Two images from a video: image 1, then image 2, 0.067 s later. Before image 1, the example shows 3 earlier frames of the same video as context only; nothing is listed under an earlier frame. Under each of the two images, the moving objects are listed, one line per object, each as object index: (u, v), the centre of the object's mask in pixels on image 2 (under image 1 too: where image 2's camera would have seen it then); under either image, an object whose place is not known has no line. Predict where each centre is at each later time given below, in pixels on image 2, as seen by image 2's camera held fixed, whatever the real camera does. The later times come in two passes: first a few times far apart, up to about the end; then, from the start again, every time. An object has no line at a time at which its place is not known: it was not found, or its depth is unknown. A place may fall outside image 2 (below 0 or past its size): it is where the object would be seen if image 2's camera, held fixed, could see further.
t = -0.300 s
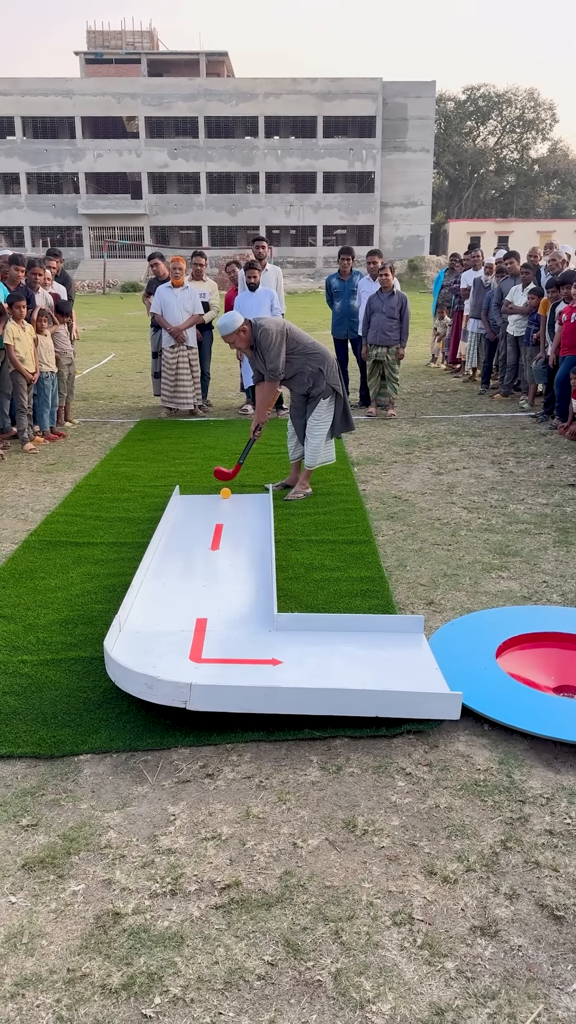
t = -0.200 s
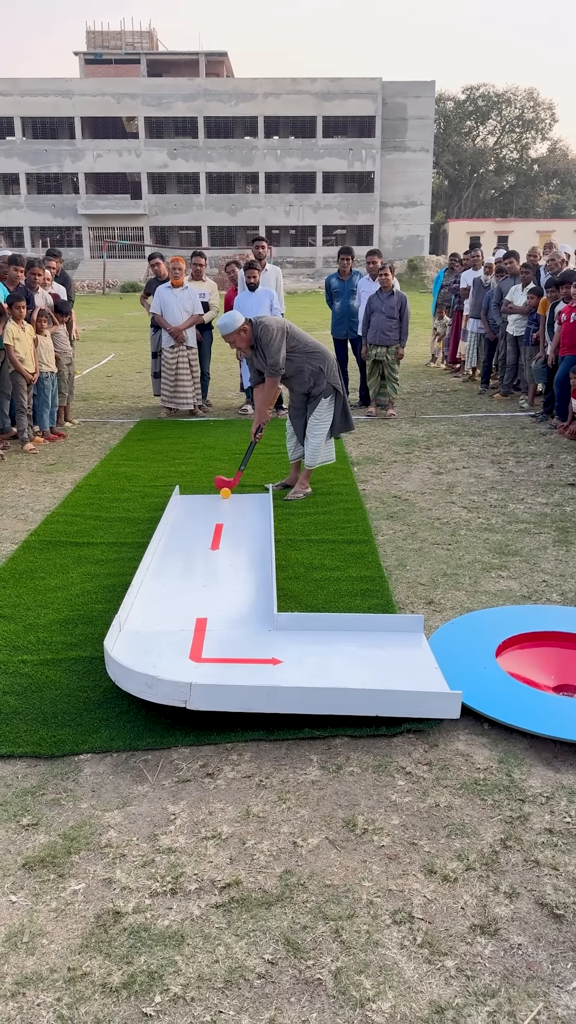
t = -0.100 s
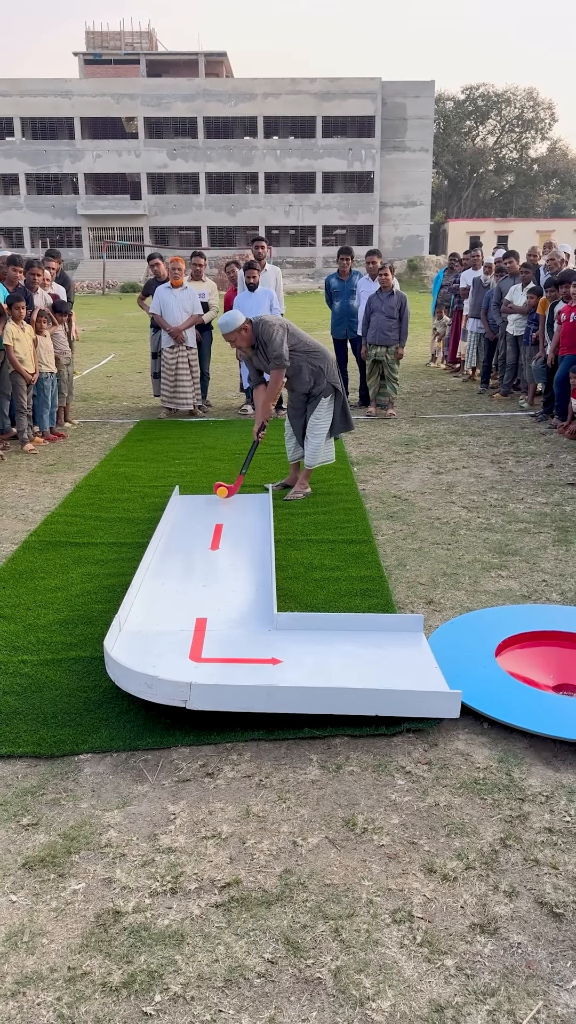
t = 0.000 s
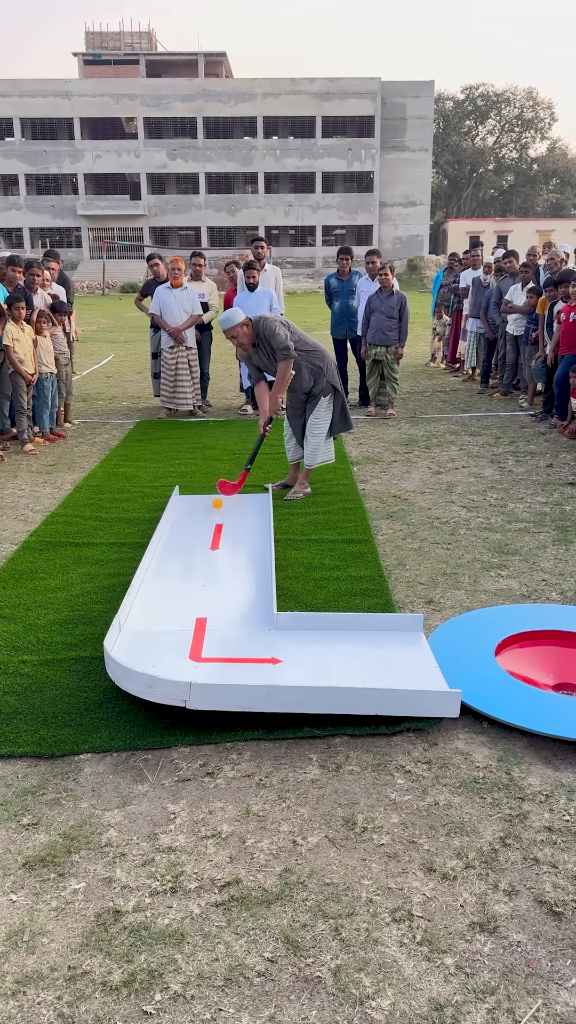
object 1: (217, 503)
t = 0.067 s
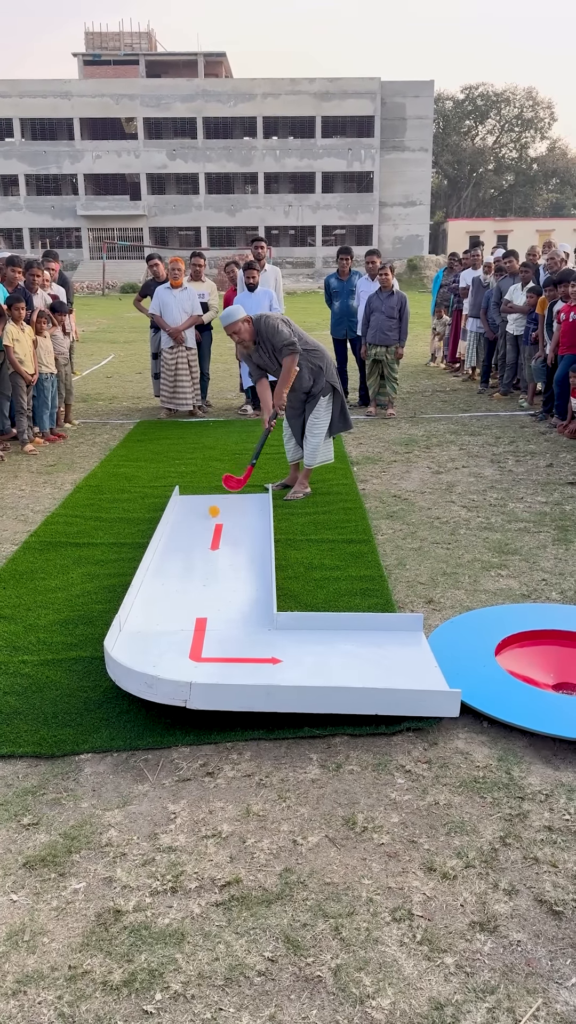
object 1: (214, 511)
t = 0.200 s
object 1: (208, 523)
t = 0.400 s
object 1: (198, 540)
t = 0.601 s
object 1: (187, 561)
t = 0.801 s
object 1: (175, 583)
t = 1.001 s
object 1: (162, 609)
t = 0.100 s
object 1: (212, 514)
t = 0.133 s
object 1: (211, 517)
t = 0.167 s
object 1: (209, 520)
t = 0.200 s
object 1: (208, 523)
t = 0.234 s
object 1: (207, 525)
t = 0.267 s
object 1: (205, 528)
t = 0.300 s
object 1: (203, 531)
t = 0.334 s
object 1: (201, 534)
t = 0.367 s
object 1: (200, 537)
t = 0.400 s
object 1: (198, 540)
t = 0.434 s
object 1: (196, 544)
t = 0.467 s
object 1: (195, 547)
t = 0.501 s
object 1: (193, 550)
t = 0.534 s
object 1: (191, 554)
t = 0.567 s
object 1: (189, 557)
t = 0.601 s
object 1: (187, 561)
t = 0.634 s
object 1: (185, 564)
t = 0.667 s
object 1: (183, 568)
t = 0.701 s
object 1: (181, 571)
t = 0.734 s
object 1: (179, 575)
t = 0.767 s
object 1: (177, 579)
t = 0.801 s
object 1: (175, 583)
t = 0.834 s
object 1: (173, 587)
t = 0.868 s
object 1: (171, 591)
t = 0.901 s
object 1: (169, 596)
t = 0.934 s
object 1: (166, 600)
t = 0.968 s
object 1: (164, 604)
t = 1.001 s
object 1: (162, 609)
